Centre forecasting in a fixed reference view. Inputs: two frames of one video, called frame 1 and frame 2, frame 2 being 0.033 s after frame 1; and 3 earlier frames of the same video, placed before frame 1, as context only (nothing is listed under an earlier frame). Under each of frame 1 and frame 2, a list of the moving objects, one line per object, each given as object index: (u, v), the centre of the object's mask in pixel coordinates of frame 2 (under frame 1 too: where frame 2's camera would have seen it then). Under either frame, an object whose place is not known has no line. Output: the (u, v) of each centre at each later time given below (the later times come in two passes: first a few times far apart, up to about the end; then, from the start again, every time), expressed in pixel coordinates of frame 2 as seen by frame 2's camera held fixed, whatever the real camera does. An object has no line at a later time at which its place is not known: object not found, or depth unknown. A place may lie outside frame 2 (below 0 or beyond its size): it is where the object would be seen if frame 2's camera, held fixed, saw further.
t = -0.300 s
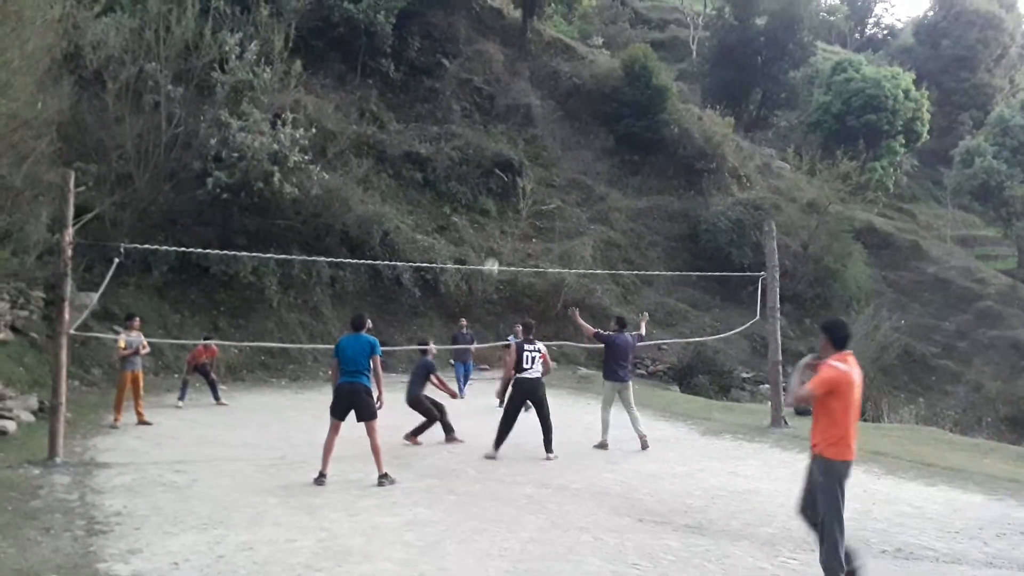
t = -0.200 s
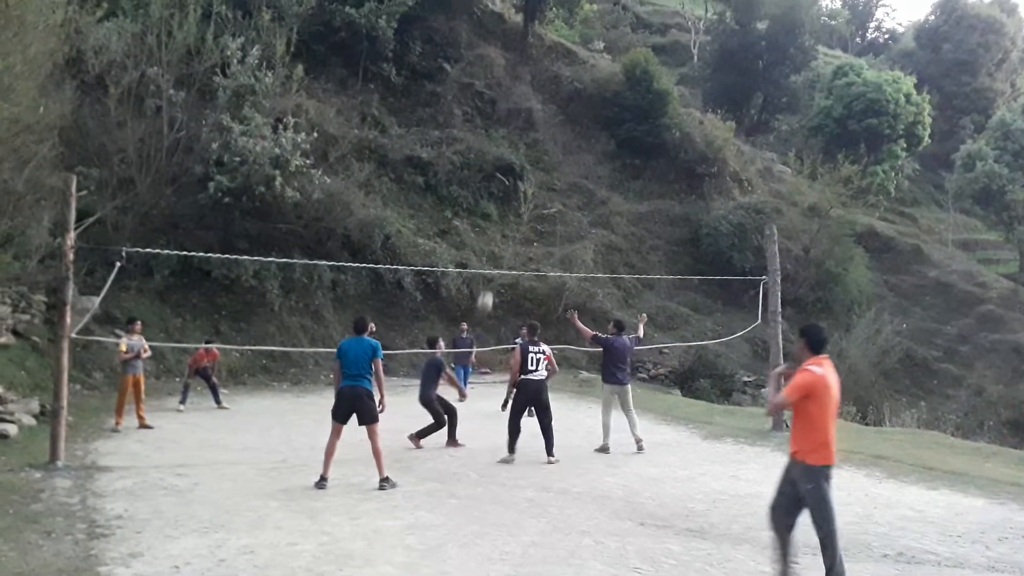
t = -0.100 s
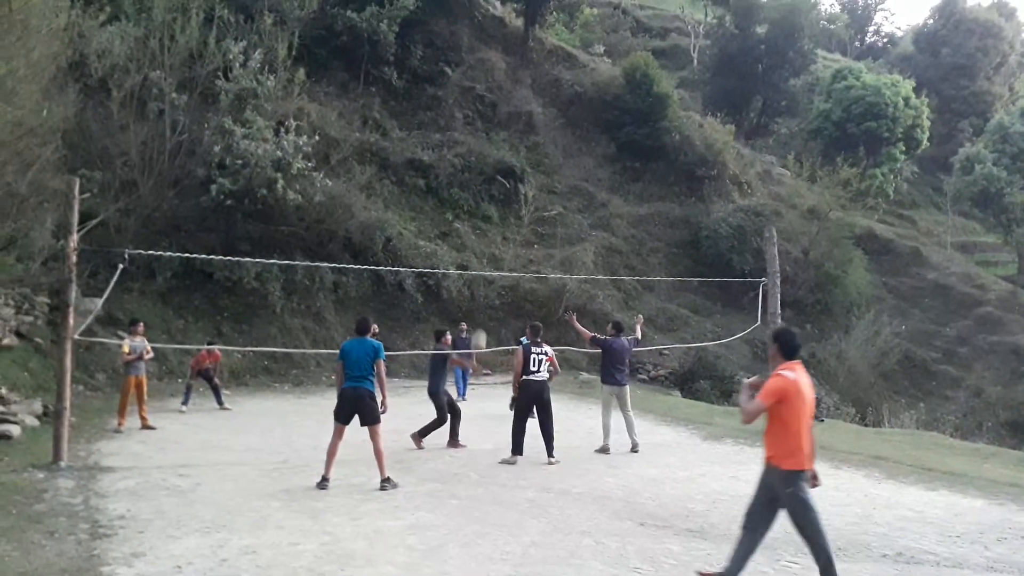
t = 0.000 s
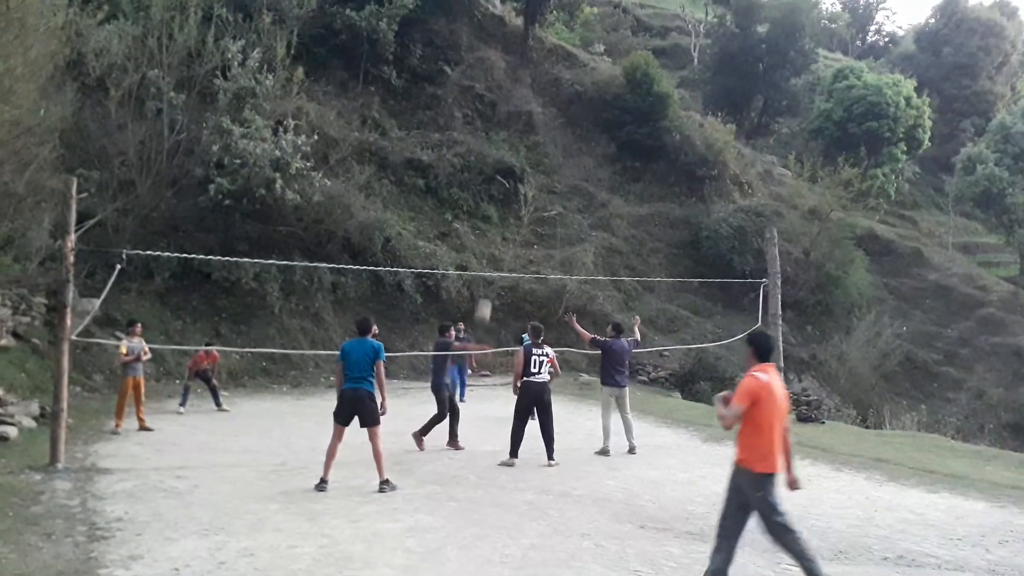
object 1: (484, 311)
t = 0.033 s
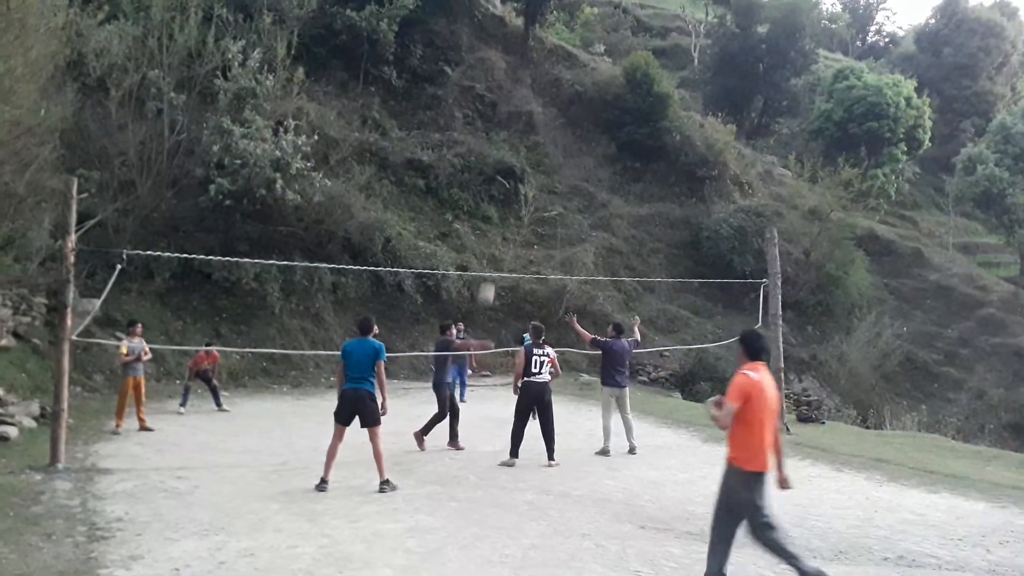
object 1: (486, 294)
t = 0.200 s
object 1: (501, 222)
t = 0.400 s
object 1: (519, 158)
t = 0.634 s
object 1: (536, 123)
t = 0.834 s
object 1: (551, 122)
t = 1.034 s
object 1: (566, 152)
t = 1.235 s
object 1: (579, 205)
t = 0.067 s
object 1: (490, 276)
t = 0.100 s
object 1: (492, 261)
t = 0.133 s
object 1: (496, 246)
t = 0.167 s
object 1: (499, 232)
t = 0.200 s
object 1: (501, 222)
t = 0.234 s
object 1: (504, 208)
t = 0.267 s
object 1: (507, 196)
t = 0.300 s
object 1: (510, 185)
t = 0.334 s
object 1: (512, 175)
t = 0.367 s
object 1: (516, 167)
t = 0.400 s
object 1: (519, 158)
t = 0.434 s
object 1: (521, 150)
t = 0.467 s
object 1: (524, 143)
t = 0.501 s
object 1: (526, 138)
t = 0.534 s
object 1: (529, 135)
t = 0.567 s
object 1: (532, 129)
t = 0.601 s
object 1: (534, 124)
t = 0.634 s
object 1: (536, 123)
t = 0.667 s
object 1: (539, 122)
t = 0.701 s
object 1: (542, 122)
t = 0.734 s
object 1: (545, 122)
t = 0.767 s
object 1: (546, 120)
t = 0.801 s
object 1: (549, 121)
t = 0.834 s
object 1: (551, 122)
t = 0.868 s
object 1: (554, 125)
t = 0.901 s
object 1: (557, 130)
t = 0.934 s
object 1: (559, 134)
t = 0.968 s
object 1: (562, 140)
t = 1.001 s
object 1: (563, 144)
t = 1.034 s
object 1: (566, 152)
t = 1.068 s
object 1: (569, 159)
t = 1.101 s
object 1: (571, 167)
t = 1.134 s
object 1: (573, 176)
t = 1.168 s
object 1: (575, 185)
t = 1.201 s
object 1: (577, 195)
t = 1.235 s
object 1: (579, 205)
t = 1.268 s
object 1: (582, 217)
